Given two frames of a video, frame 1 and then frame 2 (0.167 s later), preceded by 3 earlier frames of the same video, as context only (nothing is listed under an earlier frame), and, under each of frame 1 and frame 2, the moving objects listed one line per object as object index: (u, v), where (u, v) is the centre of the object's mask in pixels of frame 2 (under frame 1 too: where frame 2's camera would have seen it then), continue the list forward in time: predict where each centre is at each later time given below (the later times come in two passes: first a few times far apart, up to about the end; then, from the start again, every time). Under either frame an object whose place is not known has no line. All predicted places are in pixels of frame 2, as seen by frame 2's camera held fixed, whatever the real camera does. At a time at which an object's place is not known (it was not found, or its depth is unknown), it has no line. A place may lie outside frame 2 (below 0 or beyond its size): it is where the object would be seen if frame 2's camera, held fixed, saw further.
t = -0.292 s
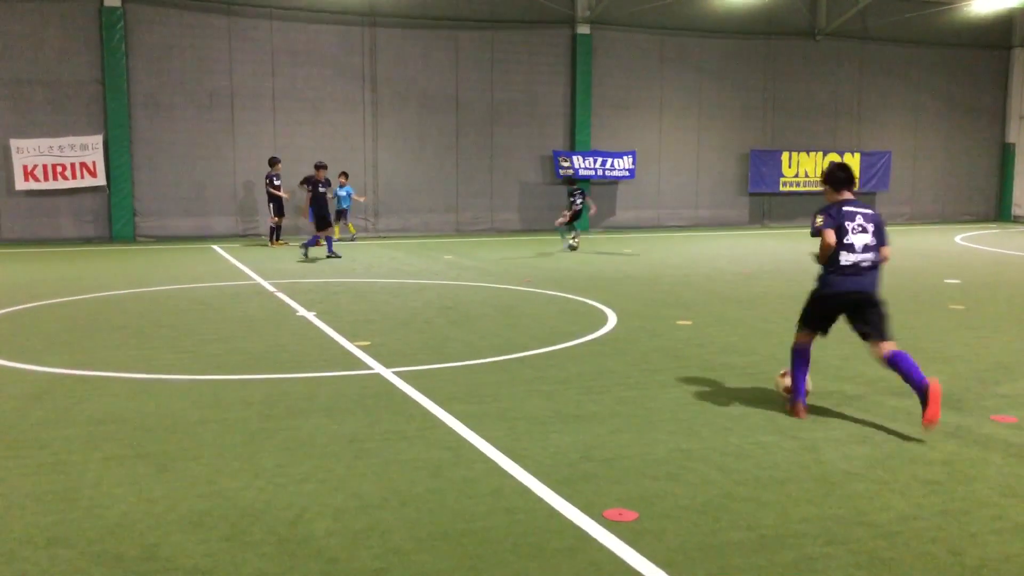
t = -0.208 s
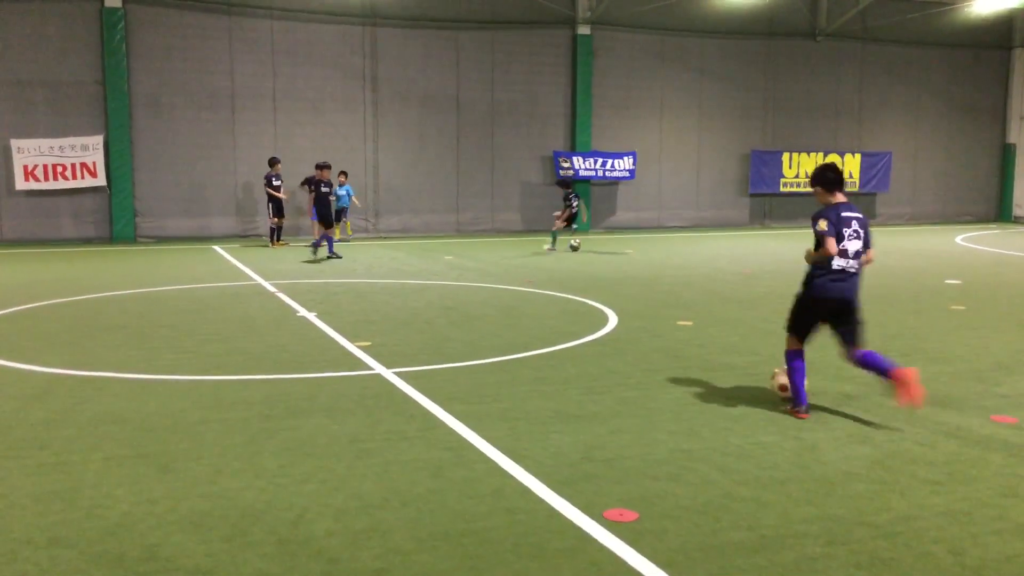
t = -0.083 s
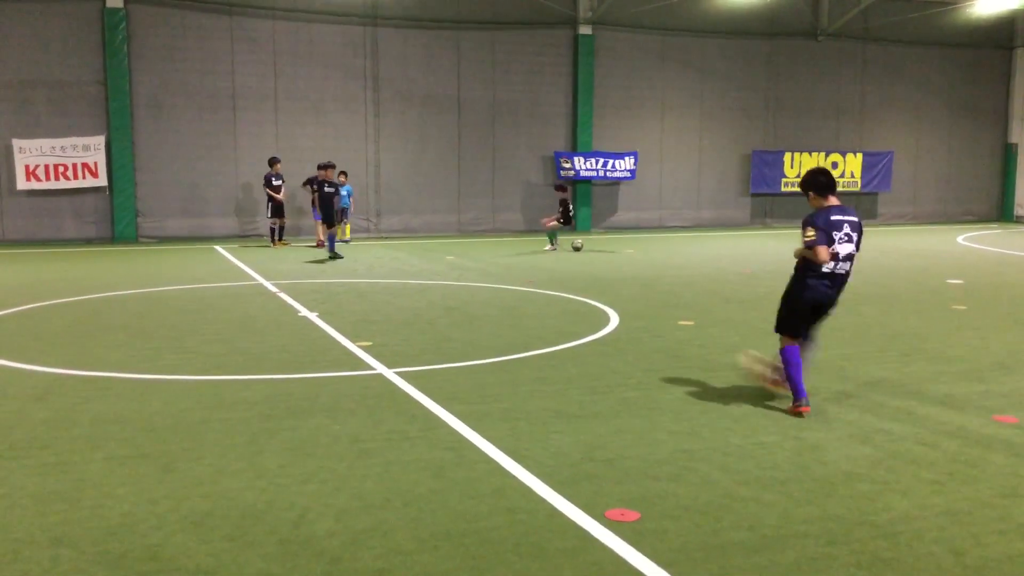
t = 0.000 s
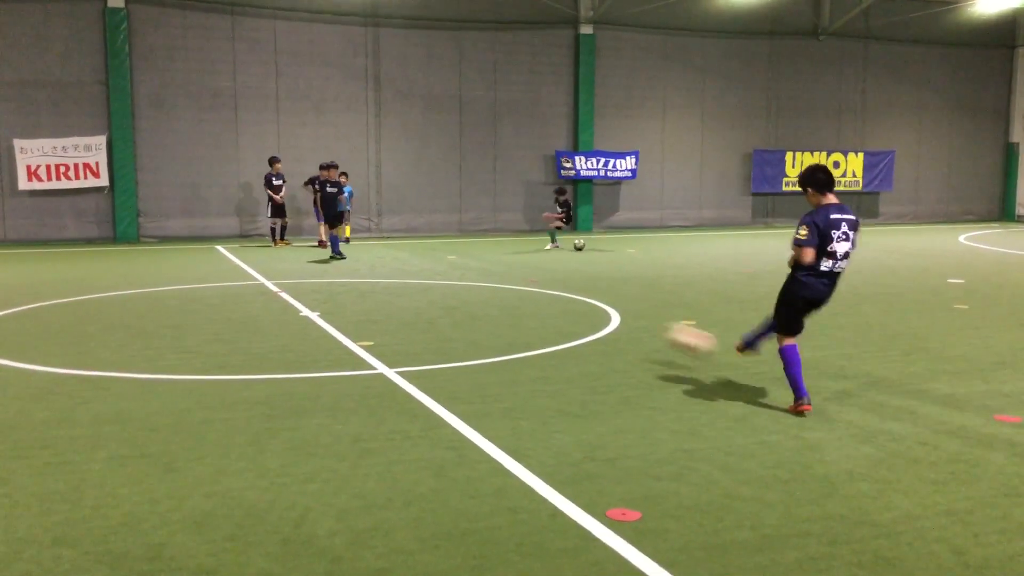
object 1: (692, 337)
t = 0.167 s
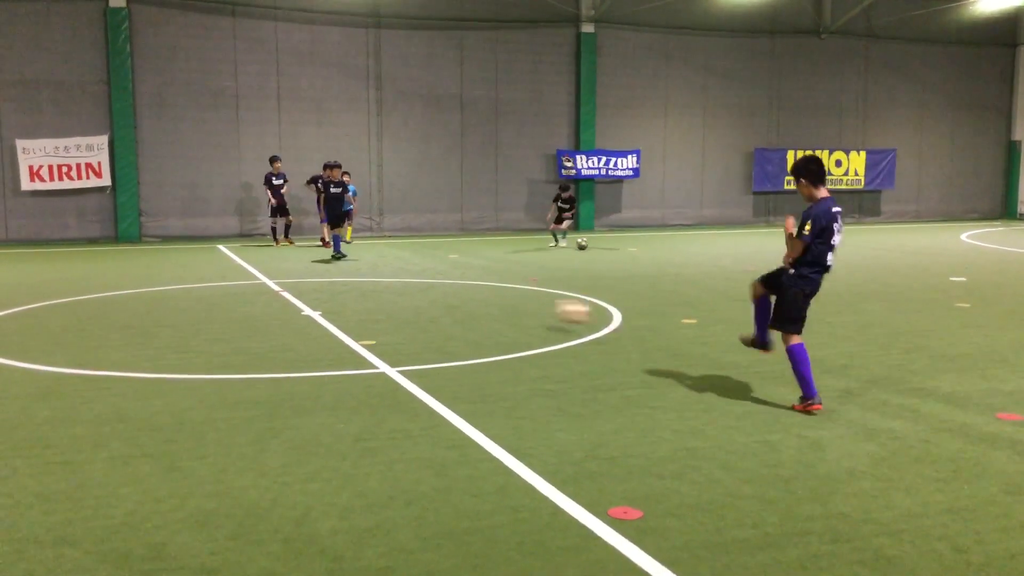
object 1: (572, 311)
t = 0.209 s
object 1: (549, 310)
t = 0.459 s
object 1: (454, 283)
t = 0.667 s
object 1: (404, 270)
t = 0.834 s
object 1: (375, 268)
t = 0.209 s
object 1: (549, 310)
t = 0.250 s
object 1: (529, 307)
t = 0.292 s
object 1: (512, 299)
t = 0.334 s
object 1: (495, 293)
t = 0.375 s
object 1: (481, 286)
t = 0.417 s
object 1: (467, 284)
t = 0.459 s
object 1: (454, 283)
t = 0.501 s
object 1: (442, 284)
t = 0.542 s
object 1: (431, 284)
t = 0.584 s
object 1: (421, 276)
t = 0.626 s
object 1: (411, 272)
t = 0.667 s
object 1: (404, 270)
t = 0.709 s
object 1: (395, 269)
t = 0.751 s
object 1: (388, 270)
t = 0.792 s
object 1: (381, 272)
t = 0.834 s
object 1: (375, 268)
